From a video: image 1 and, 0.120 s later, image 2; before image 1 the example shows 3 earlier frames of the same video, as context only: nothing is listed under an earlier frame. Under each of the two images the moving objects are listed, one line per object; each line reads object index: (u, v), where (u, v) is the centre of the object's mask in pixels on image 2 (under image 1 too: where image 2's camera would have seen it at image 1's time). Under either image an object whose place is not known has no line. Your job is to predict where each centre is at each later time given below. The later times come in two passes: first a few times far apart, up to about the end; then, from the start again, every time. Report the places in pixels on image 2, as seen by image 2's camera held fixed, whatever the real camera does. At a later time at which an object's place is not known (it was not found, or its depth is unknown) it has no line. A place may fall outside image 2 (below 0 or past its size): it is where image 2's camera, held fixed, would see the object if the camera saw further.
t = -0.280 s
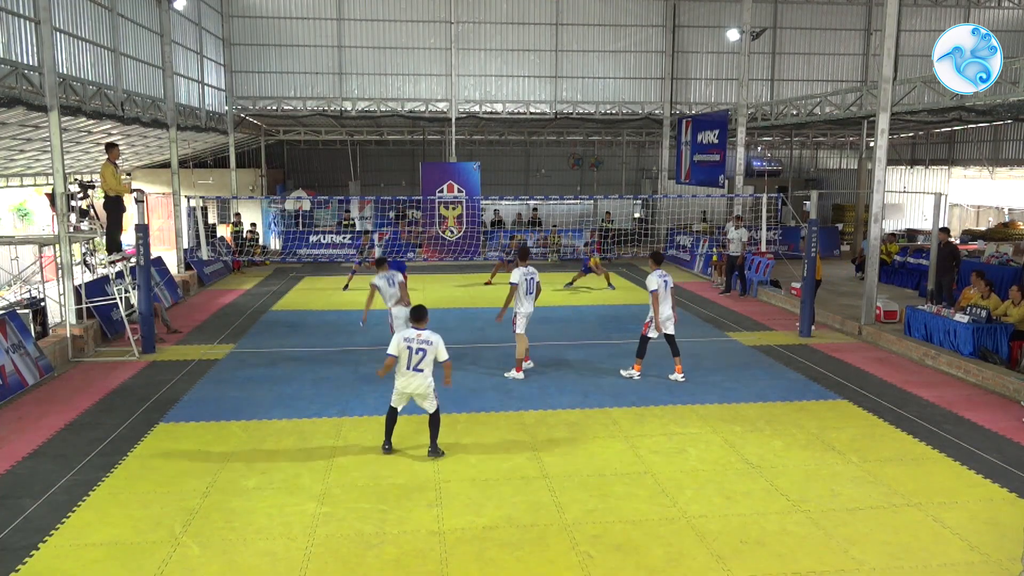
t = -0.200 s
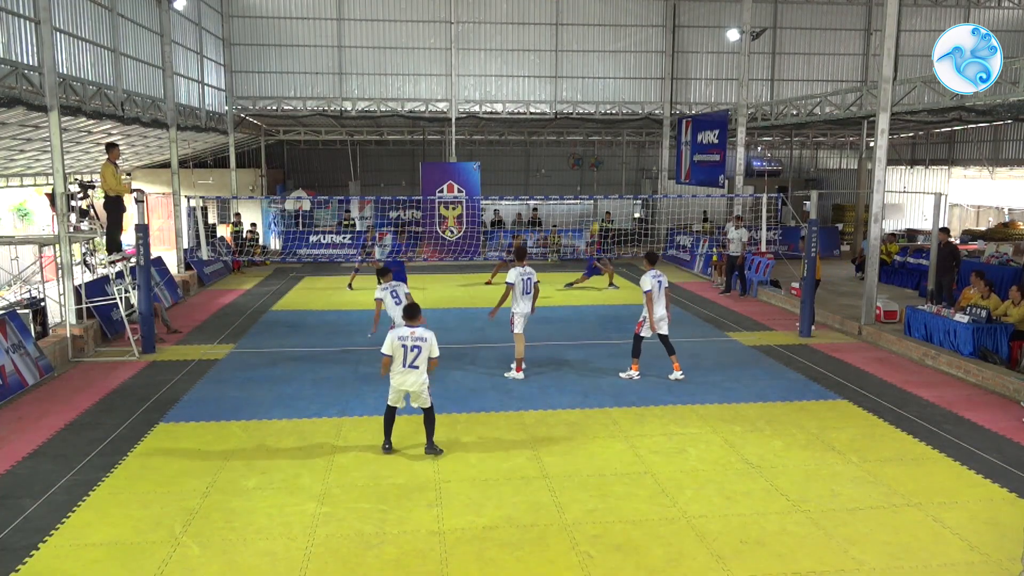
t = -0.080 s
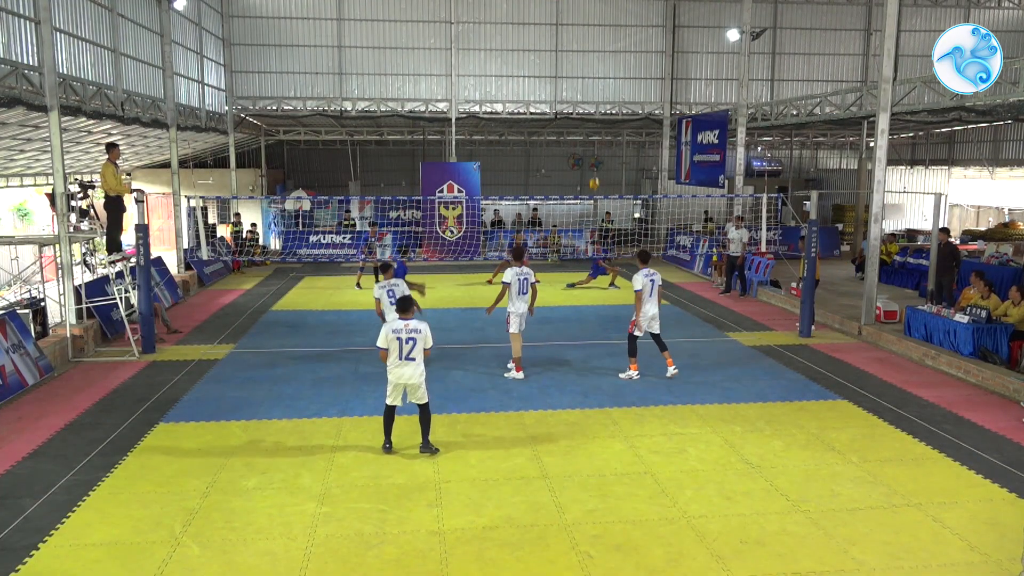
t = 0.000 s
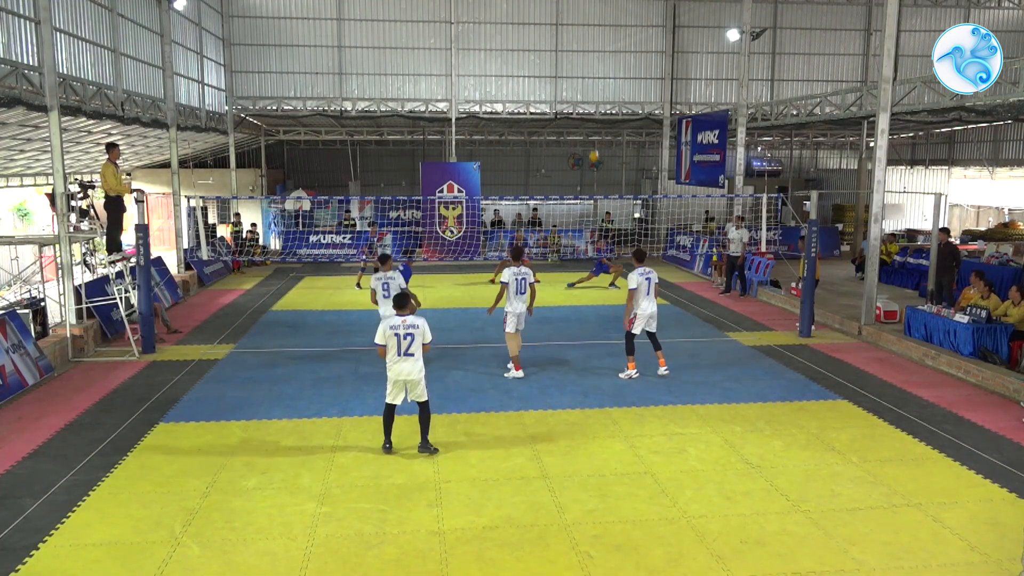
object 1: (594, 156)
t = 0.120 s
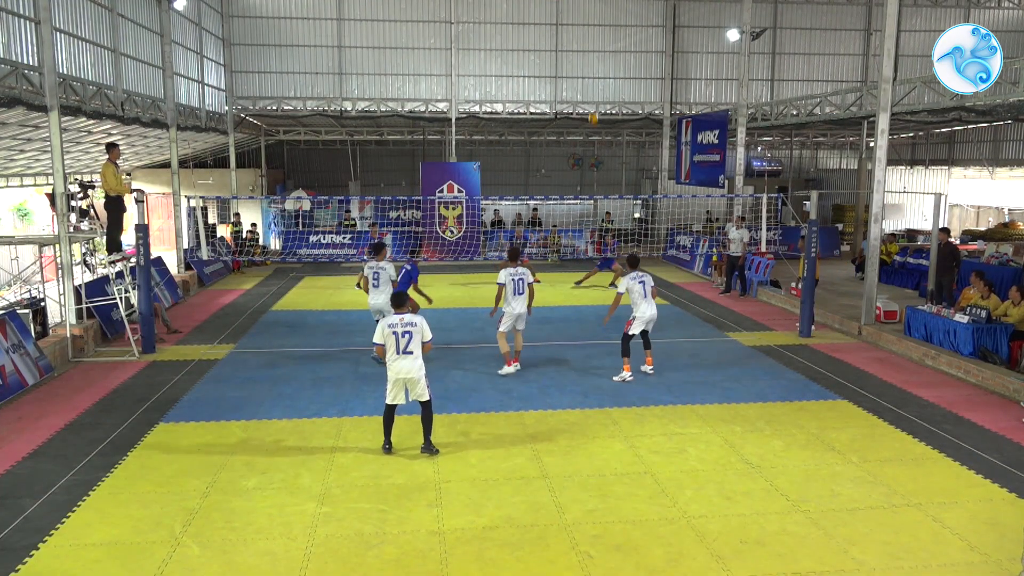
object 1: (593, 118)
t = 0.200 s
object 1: (592, 95)
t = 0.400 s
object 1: (590, 47)
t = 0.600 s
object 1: (588, 17)
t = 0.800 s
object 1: (584, 5)
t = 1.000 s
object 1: (580, 16)
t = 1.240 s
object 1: (574, 61)
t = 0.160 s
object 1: (593, 106)
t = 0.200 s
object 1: (592, 95)
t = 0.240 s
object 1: (592, 84)
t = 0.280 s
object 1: (592, 74)
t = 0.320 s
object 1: (592, 65)
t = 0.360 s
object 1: (591, 56)
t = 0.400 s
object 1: (590, 47)
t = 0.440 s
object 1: (590, 40)
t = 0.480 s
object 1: (589, 33)
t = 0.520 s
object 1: (589, 27)
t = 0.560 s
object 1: (588, 21)
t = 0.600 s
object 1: (588, 17)
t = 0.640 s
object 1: (587, 13)
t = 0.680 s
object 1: (586, 10)
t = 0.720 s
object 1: (586, 8)
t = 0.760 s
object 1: (585, 6)
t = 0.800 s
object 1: (584, 5)
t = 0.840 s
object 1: (583, 6)
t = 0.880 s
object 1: (583, 6)
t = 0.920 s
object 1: (582, 8)
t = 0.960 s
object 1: (581, 12)
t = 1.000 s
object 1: (580, 16)
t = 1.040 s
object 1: (579, 21)
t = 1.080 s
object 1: (578, 27)
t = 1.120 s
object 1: (577, 34)
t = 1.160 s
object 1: (576, 41)
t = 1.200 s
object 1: (575, 51)
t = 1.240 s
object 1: (574, 61)
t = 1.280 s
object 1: (574, 72)
